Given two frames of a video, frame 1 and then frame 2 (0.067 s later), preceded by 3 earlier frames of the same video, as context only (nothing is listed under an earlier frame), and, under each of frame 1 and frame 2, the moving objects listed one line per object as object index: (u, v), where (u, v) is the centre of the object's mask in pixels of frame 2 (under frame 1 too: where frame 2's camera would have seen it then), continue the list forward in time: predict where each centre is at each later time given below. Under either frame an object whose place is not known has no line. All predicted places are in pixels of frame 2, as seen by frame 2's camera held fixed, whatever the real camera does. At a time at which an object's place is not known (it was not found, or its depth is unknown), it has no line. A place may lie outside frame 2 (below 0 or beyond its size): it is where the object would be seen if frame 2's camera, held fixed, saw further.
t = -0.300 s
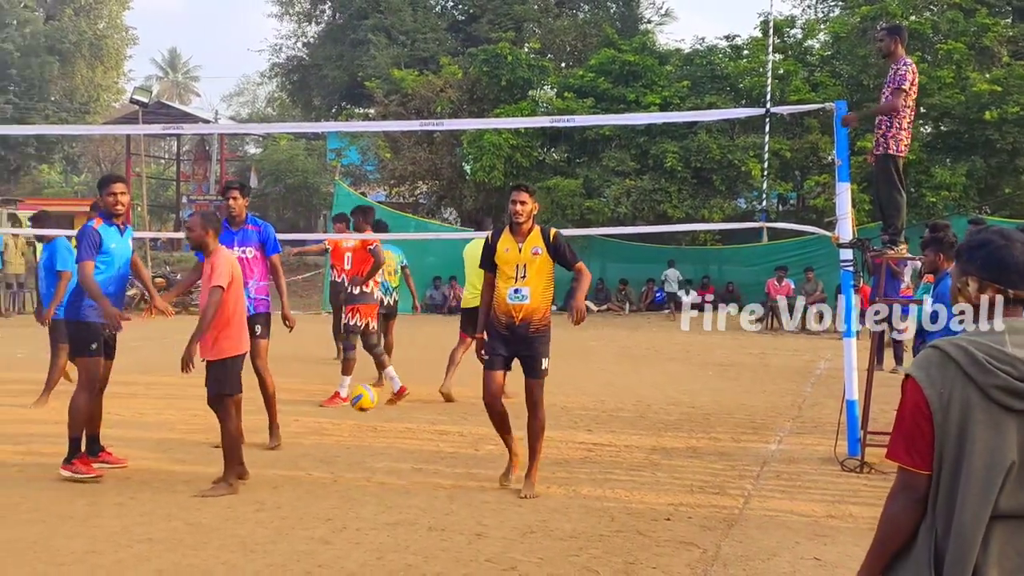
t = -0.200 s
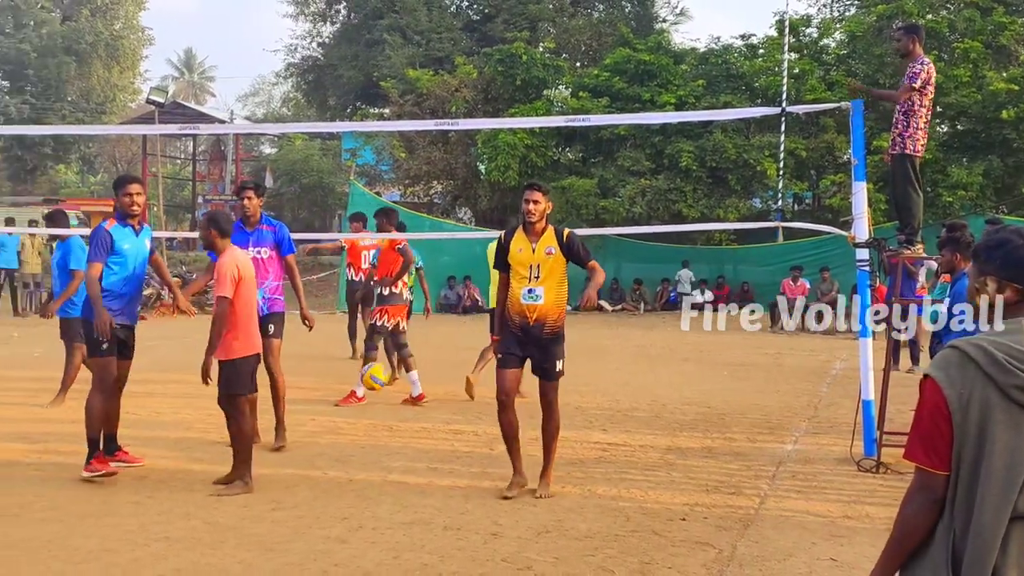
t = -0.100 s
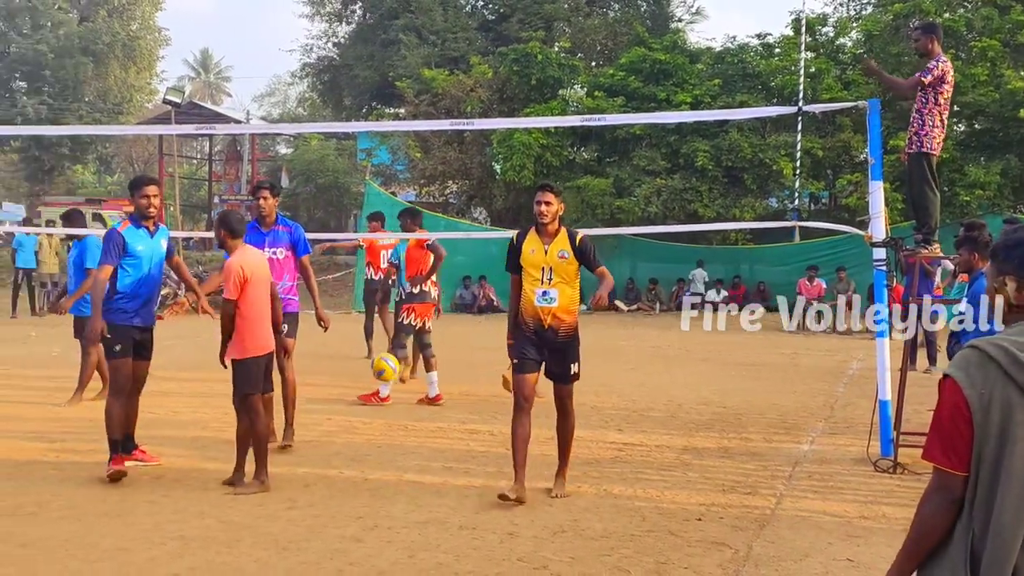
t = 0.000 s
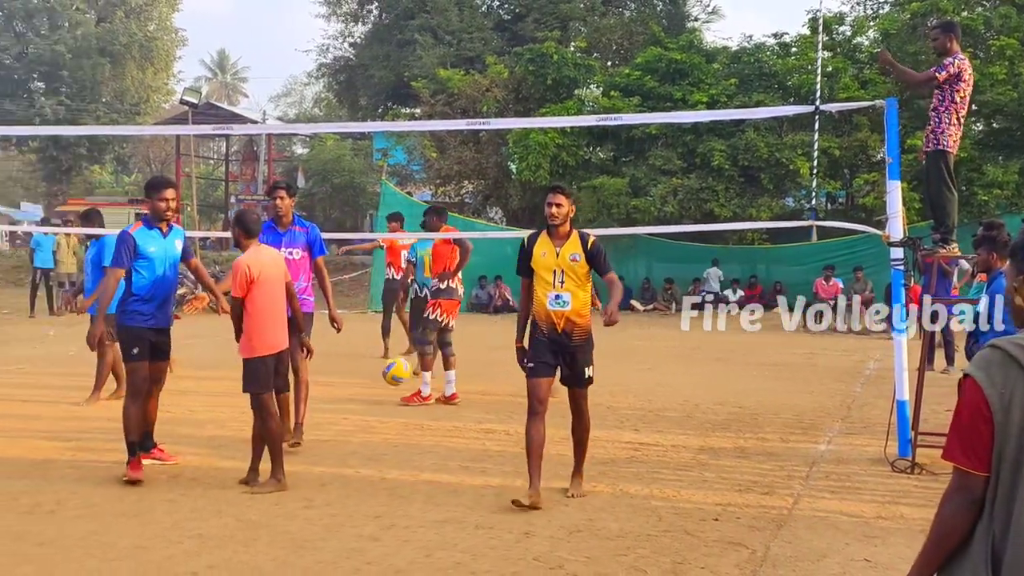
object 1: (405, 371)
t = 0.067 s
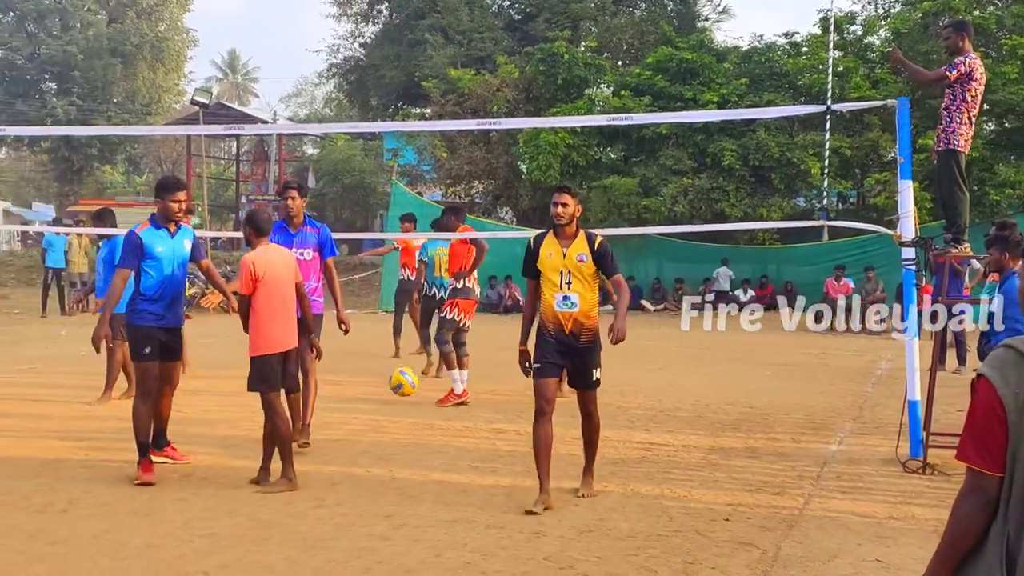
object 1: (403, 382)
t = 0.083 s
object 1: (403, 385)
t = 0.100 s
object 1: (402, 388)
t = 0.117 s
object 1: (402, 393)
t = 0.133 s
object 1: (402, 398)
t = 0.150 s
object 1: (401, 403)
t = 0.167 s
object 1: (400, 408)
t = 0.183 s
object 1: (399, 414)
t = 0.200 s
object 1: (398, 420)
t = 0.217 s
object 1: (397, 426)
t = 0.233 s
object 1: (396, 433)
